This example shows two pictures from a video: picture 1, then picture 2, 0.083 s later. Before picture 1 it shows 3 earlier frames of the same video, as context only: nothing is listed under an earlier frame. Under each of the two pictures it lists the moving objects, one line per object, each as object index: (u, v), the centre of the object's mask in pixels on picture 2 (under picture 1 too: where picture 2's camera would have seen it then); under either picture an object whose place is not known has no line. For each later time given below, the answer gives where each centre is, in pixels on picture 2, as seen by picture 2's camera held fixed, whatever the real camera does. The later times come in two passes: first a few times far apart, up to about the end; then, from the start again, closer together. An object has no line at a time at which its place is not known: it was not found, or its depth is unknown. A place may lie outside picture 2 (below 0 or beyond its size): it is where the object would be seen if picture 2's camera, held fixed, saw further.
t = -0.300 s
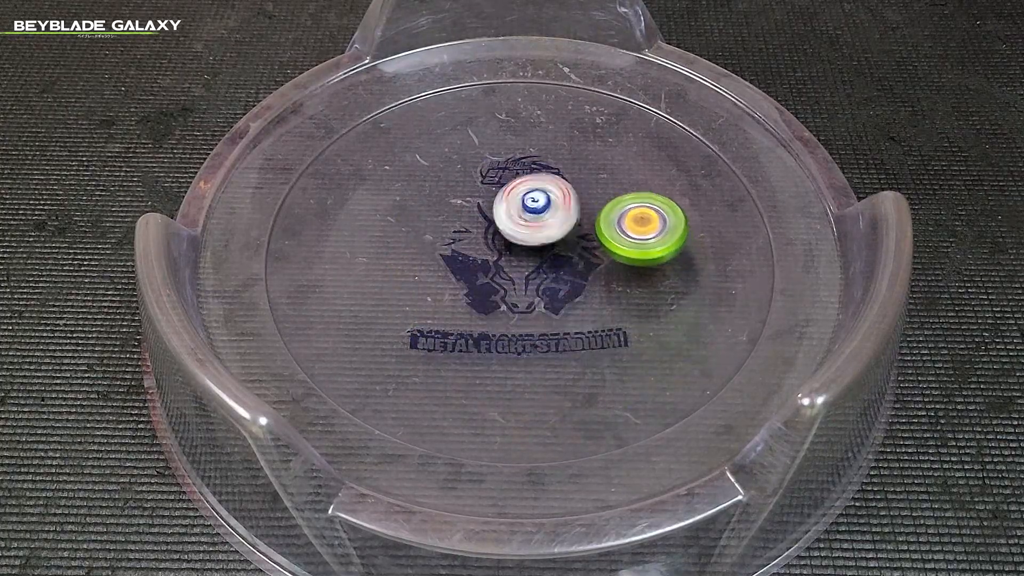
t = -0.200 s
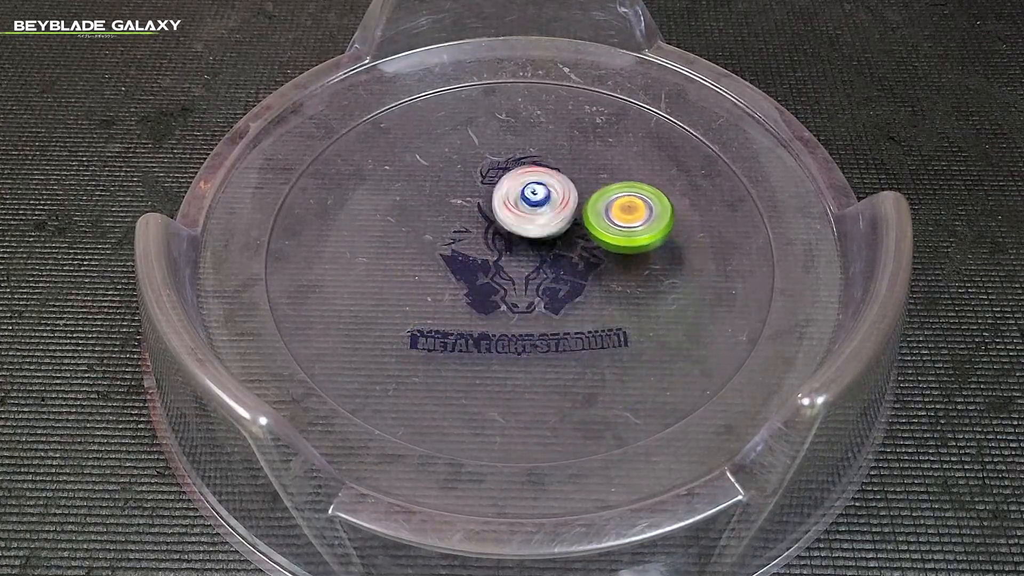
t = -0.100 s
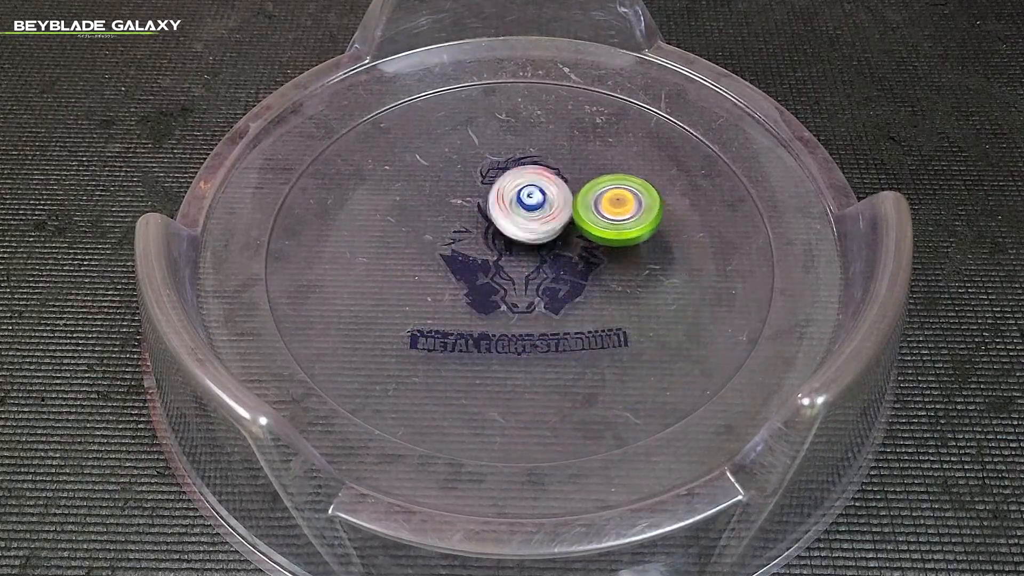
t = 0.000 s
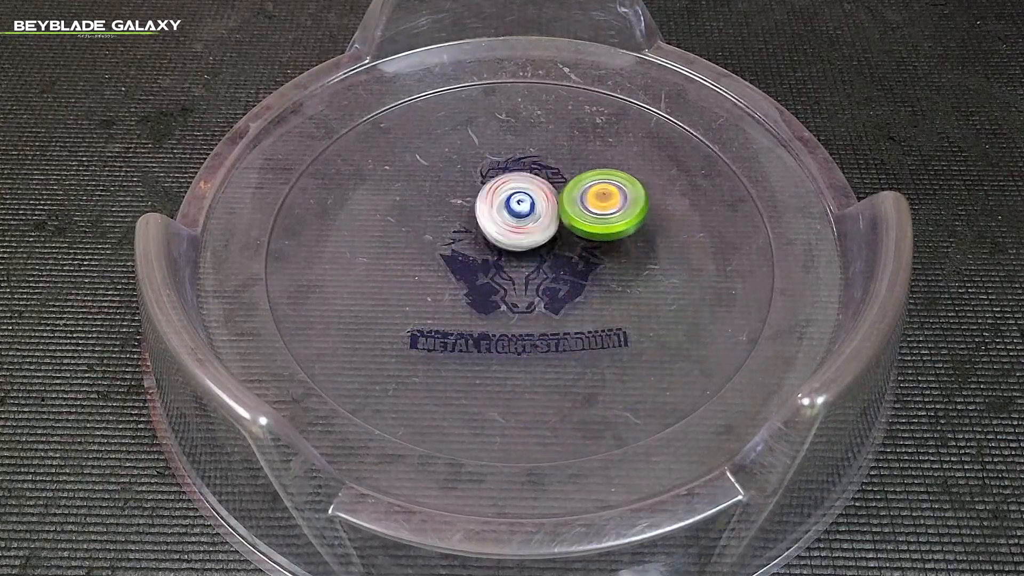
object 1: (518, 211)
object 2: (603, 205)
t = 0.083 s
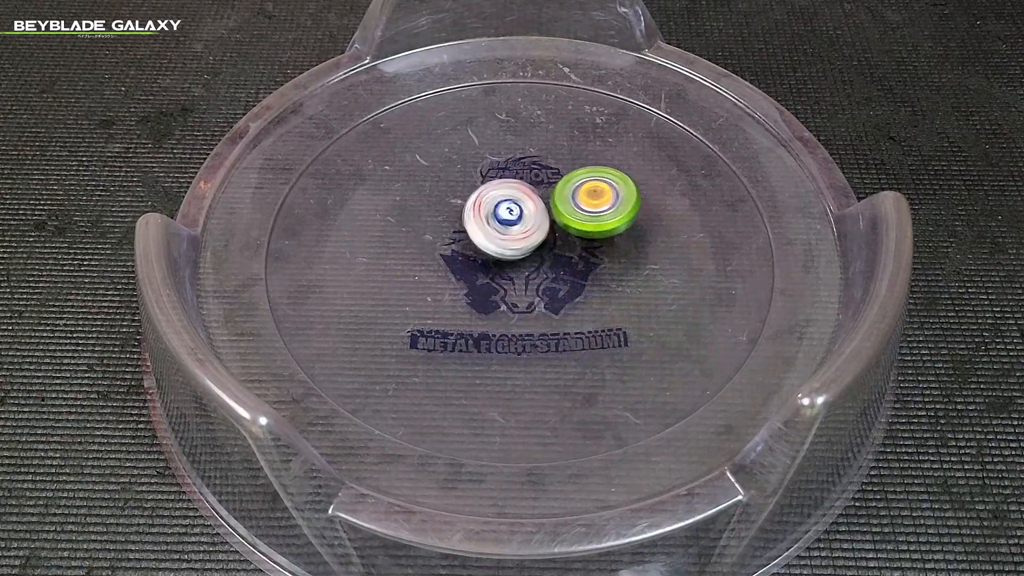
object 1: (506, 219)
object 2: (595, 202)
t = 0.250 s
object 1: (490, 239)
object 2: (568, 203)
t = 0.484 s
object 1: (478, 275)
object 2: (539, 208)
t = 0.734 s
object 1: (496, 304)
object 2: (505, 227)
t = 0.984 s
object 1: (529, 311)
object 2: (477, 243)
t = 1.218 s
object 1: (561, 298)
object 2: (467, 251)
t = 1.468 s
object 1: (572, 265)
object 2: (472, 257)
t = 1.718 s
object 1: (555, 231)
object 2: (468, 269)
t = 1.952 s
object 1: (520, 219)
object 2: (481, 283)
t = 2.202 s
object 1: (494, 206)
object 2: (503, 342)
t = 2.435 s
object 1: (490, 217)
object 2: (555, 359)
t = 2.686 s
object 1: (511, 233)
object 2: (598, 346)
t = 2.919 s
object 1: (540, 232)
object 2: (607, 310)
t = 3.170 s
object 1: (552, 210)
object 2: (598, 266)
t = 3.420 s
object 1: (517, 242)
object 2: (584, 293)
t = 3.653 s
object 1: (524, 225)
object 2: (605, 316)
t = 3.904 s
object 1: (501, 239)
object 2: (619, 311)
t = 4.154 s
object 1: (499, 230)
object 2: (599, 290)
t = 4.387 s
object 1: (497, 235)
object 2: (577, 263)
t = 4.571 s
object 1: (502, 214)
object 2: (578, 247)
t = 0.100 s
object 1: (504, 220)
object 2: (593, 202)
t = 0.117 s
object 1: (503, 222)
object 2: (590, 202)
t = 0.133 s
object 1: (501, 223)
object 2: (587, 201)
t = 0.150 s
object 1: (499, 226)
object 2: (585, 201)
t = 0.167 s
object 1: (497, 228)
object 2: (582, 201)
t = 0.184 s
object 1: (495, 231)
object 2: (579, 201)
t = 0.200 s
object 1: (494, 233)
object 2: (576, 202)
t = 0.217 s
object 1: (492, 235)
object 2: (574, 202)
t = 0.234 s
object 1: (492, 237)
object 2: (571, 202)
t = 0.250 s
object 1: (490, 239)
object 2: (568, 203)
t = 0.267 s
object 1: (489, 242)
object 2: (565, 203)
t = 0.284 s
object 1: (487, 244)
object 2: (562, 204)
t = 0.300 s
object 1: (486, 247)
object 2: (561, 203)
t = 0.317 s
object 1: (483, 250)
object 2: (561, 203)
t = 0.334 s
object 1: (482, 253)
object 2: (561, 203)
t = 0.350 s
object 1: (481, 256)
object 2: (558, 203)
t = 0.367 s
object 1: (480, 258)
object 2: (556, 203)
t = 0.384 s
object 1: (480, 260)
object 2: (554, 204)
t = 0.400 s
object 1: (479, 262)
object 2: (551, 204)
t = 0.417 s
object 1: (479, 265)
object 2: (549, 205)
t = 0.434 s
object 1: (478, 267)
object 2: (546, 205)
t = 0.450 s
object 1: (478, 270)
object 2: (544, 206)
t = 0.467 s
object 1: (478, 272)
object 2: (541, 207)
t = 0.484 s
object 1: (478, 275)
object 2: (539, 208)
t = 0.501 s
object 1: (479, 277)
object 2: (536, 209)
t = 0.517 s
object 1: (479, 279)
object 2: (534, 210)
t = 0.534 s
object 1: (480, 281)
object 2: (532, 211)
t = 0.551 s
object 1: (480, 283)
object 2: (529, 212)
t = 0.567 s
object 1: (482, 286)
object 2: (527, 213)
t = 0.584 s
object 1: (482, 288)
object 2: (524, 215)
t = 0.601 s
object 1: (483, 290)
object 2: (522, 216)
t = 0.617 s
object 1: (484, 292)
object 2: (520, 217)
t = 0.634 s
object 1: (485, 294)
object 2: (518, 218)
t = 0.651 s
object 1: (487, 296)
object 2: (516, 220)
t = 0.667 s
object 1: (488, 297)
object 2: (514, 221)
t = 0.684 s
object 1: (491, 299)
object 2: (511, 223)
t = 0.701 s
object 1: (492, 300)
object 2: (509, 224)
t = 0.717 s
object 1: (494, 302)
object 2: (507, 226)
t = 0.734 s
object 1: (496, 304)
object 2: (505, 227)
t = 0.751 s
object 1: (497, 305)
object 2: (503, 229)
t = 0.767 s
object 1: (499, 305)
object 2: (501, 230)
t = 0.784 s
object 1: (500, 305)
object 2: (499, 232)
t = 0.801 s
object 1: (504, 306)
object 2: (497, 234)
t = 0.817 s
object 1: (505, 307)
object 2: (496, 234)
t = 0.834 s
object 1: (508, 308)
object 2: (494, 236)
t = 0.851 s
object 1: (511, 309)
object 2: (492, 237)
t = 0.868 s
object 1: (513, 309)
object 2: (490, 238)
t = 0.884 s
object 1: (515, 310)
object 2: (489, 239)
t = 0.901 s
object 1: (516, 310)
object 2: (487, 240)
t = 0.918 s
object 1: (519, 310)
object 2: (485, 241)
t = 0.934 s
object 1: (522, 310)
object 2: (483, 241)
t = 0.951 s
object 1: (525, 310)
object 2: (481, 241)
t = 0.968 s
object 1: (527, 311)
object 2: (479, 242)
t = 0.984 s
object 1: (529, 311)
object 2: (477, 243)
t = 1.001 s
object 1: (533, 311)
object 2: (476, 243)
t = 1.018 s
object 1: (534, 311)
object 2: (474, 244)
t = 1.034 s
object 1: (538, 310)
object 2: (473, 245)
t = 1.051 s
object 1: (539, 309)
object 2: (472, 246)
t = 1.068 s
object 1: (542, 309)
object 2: (470, 246)
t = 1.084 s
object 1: (544, 308)
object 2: (470, 247)
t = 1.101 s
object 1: (547, 307)
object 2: (469, 248)
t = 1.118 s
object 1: (550, 306)
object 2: (468, 248)
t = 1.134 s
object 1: (551, 305)
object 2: (468, 249)
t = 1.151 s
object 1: (553, 304)
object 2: (467, 249)
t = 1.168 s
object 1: (554, 302)
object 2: (467, 250)
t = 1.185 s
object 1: (556, 301)
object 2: (467, 250)
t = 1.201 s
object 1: (559, 299)
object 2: (467, 251)
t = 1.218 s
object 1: (561, 298)
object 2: (467, 251)
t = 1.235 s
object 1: (563, 295)
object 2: (467, 252)
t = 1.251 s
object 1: (564, 294)
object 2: (467, 252)
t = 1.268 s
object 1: (565, 292)
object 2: (467, 253)
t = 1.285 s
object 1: (566, 290)
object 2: (467, 253)
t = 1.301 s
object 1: (567, 288)
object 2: (467, 254)
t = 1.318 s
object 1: (569, 285)
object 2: (467, 254)
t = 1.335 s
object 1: (569, 283)
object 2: (467, 254)
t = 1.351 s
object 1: (571, 281)
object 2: (468, 255)
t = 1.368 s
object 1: (571, 279)
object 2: (468, 255)
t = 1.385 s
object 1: (572, 277)
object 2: (469, 256)
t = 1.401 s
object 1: (572, 274)
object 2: (469, 256)
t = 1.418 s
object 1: (572, 272)
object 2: (470, 256)
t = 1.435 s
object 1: (572, 269)
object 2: (470, 257)
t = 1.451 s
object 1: (572, 267)
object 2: (471, 257)
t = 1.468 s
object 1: (572, 265)
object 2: (472, 257)
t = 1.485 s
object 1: (572, 262)
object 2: (472, 258)
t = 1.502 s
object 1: (571, 260)
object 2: (473, 258)
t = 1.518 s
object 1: (571, 258)
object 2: (474, 258)
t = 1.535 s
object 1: (570, 256)
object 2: (475, 259)
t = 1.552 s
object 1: (569, 253)
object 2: (476, 259)
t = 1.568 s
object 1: (568, 251)
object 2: (477, 259)
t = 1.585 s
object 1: (567, 249)
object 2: (478, 259)
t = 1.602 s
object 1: (566, 247)
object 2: (479, 260)
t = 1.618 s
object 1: (565, 244)
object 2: (480, 260)
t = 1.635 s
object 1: (564, 242)
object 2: (481, 260)
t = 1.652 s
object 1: (562, 240)
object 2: (482, 260)
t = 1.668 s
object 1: (561, 237)
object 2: (479, 261)
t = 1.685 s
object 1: (560, 235)
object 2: (474, 264)
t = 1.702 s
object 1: (557, 233)
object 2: (471, 267)
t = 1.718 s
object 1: (555, 231)
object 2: (468, 269)
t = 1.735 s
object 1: (553, 229)
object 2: (467, 271)
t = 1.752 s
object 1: (551, 228)
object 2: (467, 273)
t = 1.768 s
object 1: (548, 227)
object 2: (468, 274)
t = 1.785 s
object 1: (546, 226)
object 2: (469, 275)
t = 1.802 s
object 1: (544, 225)
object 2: (470, 276)
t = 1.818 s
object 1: (541, 223)
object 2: (471, 277)
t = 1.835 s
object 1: (539, 223)
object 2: (472, 278)
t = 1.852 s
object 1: (536, 222)
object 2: (473, 279)
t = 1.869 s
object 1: (533, 221)
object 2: (474, 279)
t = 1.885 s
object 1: (530, 220)
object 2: (475, 280)
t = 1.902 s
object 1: (527, 219)
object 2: (477, 281)
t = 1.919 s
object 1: (525, 219)
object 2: (478, 282)
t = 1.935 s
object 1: (522, 219)
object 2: (479, 282)
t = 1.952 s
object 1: (520, 219)
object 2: (481, 283)
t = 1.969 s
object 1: (517, 219)
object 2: (482, 283)
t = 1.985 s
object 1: (515, 219)
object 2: (484, 284)
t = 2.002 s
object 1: (512, 219)
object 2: (486, 284)
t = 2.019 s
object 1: (509, 220)
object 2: (487, 285)
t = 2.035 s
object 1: (506, 220)
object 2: (489, 285)
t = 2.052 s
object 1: (503, 220)
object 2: (491, 286)
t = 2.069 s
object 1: (501, 221)
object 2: (493, 286)
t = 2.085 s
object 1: (500, 222)
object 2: (494, 286)
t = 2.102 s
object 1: (497, 222)
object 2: (496, 286)
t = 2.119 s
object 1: (496, 220)
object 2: (498, 294)
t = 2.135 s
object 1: (496, 214)
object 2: (499, 308)
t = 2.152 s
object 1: (496, 210)
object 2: (499, 319)
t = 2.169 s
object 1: (495, 207)
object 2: (499, 329)
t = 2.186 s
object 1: (495, 205)
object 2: (501, 336)
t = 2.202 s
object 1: (494, 206)
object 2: (503, 342)
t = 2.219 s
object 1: (493, 206)
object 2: (506, 347)
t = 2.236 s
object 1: (492, 208)
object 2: (510, 349)
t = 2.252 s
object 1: (491, 208)
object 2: (515, 351)
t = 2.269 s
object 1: (491, 208)
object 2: (519, 352)
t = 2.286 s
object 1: (490, 208)
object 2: (523, 354)
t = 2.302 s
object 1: (489, 209)
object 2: (527, 355)
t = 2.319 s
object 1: (488, 209)
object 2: (530, 356)
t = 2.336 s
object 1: (488, 210)
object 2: (534, 357)
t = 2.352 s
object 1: (488, 210)
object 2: (538, 357)
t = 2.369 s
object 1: (487, 211)
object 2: (541, 358)
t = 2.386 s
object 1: (488, 212)
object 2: (545, 359)
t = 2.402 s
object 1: (488, 214)
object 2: (548, 359)
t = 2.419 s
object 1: (489, 216)
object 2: (552, 360)
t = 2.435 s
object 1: (490, 217)
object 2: (555, 359)
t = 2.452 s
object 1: (491, 217)
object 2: (559, 360)
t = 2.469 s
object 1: (492, 218)
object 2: (562, 360)
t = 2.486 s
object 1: (493, 219)
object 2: (565, 360)
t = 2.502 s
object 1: (493, 220)
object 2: (569, 359)
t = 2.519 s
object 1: (493, 221)
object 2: (572, 359)
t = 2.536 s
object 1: (494, 224)
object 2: (575, 358)
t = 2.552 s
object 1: (496, 226)
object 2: (579, 357)
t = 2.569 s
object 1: (498, 228)
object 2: (581, 356)
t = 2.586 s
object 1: (501, 231)
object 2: (584, 355)
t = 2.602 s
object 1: (504, 232)
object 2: (587, 354)
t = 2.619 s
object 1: (506, 232)
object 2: (589, 353)
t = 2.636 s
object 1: (508, 233)
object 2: (592, 351)
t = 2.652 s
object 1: (510, 232)
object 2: (594, 350)
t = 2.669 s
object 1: (510, 232)
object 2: (596, 348)
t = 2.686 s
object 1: (511, 233)
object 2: (598, 346)
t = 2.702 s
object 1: (512, 234)
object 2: (600, 344)
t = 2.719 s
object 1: (513, 234)
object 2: (601, 342)
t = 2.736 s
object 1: (515, 235)
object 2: (602, 340)
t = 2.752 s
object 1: (518, 236)
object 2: (603, 337)
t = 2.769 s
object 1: (520, 236)
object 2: (604, 335)
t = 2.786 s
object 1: (523, 236)
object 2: (605, 332)
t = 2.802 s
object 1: (527, 236)
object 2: (606, 329)
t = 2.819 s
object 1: (529, 236)
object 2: (606, 327)
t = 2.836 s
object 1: (532, 235)
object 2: (607, 324)
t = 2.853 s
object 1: (535, 234)
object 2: (607, 322)
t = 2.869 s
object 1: (536, 234)
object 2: (607, 319)
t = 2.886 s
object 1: (537, 233)
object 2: (608, 316)
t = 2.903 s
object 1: (539, 232)
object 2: (608, 313)
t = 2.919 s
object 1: (540, 232)
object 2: (607, 310)
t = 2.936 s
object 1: (541, 232)
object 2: (607, 307)
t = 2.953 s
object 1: (542, 232)
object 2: (606, 304)
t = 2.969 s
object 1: (544, 231)
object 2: (606, 301)
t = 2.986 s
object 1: (546, 230)
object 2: (605, 298)
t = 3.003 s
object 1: (547, 229)
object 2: (605, 294)
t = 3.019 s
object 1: (549, 227)
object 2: (604, 291)
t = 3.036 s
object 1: (550, 225)
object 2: (604, 288)
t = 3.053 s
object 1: (551, 223)
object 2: (603, 285)
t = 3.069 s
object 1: (552, 220)
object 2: (602, 282)
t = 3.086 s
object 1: (552, 218)
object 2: (601, 278)
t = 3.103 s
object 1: (552, 217)
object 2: (600, 275)
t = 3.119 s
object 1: (553, 216)
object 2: (600, 272)
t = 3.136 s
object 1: (552, 214)
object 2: (599, 269)
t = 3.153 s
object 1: (553, 213)
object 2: (598, 267)
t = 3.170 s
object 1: (552, 210)
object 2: (598, 266)
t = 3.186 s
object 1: (552, 208)
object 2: (598, 265)
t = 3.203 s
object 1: (552, 207)
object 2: (598, 262)
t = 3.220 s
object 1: (550, 206)
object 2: (597, 259)
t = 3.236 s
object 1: (548, 205)
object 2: (597, 256)
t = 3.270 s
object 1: (554, 200)
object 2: (591, 248)
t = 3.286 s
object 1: (554, 207)
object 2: (590, 245)
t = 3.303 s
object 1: (552, 212)
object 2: (589, 245)
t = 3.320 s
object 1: (546, 217)
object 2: (588, 249)
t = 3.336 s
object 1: (540, 222)
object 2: (588, 255)
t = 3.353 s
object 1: (535, 230)
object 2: (588, 266)
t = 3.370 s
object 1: (530, 234)
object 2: (587, 275)
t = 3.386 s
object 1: (525, 238)
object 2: (586, 278)
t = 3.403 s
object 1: (521, 241)
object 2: (585, 285)
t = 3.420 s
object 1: (517, 242)
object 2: (584, 293)
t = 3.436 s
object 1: (513, 244)
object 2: (582, 299)
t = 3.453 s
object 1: (508, 243)
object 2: (581, 304)
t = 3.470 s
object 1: (504, 242)
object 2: (580, 307)
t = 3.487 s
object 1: (500, 238)
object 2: (580, 310)
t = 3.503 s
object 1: (499, 234)
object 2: (582, 311)
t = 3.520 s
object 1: (500, 231)
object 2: (583, 312)
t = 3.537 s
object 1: (501, 227)
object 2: (586, 313)
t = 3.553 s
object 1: (503, 224)
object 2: (589, 314)
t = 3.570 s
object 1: (506, 221)
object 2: (592, 315)
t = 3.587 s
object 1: (510, 221)
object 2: (595, 315)
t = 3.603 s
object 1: (514, 221)
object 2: (597, 316)
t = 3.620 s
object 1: (517, 222)
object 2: (600, 316)
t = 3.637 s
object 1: (521, 223)
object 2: (603, 316)
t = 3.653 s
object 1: (524, 225)
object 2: (605, 316)
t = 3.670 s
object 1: (526, 228)
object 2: (607, 317)
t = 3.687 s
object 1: (527, 231)
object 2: (609, 317)
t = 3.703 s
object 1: (527, 234)
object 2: (611, 317)
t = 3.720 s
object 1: (526, 237)
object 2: (612, 316)
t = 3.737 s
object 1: (524, 239)
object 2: (614, 316)
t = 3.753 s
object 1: (522, 241)
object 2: (615, 316)
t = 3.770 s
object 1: (519, 243)
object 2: (616, 316)
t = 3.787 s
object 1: (516, 244)
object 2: (617, 315)
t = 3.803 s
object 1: (513, 245)
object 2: (617, 315)
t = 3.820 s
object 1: (510, 244)
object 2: (617, 315)
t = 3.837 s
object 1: (508, 243)
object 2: (618, 314)
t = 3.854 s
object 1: (506, 242)
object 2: (618, 313)
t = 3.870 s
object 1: (504, 241)
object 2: (619, 313)
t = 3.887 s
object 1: (503, 240)
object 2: (618, 312)
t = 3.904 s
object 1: (501, 239)
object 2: (619, 311)
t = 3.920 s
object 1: (501, 237)
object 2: (618, 310)
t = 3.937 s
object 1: (500, 236)
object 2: (618, 310)
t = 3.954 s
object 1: (499, 235)
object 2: (617, 308)
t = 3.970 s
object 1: (498, 233)
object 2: (616, 307)
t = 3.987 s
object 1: (498, 232)
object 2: (616, 306)
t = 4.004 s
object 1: (499, 231)
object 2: (614, 305)
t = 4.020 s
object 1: (499, 230)
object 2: (613, 303)
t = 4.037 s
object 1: (499, 230)
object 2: (611, 302)
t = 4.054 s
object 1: (499, 229)
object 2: (610, 300)
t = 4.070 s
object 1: (499, 229)
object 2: (608, 299)
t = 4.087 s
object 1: (499, 229)
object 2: (606, 297)
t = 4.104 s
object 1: (500, 229)
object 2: (605, 295)
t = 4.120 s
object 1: (499, 229)
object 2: (603, 294)
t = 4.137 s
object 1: (499, 229)
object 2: (601, 292)
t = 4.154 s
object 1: (499, 230)
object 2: (599, 290)
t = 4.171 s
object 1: (499, 230)
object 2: (597, 288)
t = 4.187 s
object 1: (499, 231)
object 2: (595, 286)
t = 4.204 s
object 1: (499, 232)
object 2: (593, 284)
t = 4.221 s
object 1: (498, 232)
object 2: (590, 282)
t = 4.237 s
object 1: (498, 234)
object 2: (588, 280)
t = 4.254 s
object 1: (499, 235)
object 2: (586, 278)
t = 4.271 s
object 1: (499, 236)
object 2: (584, 276)
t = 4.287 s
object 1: (500, 237)
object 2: (582, 274)
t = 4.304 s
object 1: (500, 237)
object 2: (580, 272)
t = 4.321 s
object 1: (500, 238)
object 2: (578, 269)
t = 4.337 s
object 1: (499, 238)
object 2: (577, 268)
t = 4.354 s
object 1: (499, 237)
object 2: (577, 267)
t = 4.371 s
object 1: (498, 237)
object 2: (576, 265)
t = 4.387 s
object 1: (497, 235)
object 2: (577, 263)
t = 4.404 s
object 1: (496, 233)
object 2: (577, 262)
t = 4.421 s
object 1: (496, 230)
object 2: (576, 260)
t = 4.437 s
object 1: (497, 228)
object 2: (575, 257)
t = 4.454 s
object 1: (498, 227)
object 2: (575, 255)
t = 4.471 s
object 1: (499, 225)
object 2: (574, 254)
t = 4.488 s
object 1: (499, 224)
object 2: (574, 253)
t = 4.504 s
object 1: (499, 220)
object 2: (575, 252)
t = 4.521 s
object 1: (500, 218)
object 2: (576, 251)
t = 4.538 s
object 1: (500, 217)
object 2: (576, 249)
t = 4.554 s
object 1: (502, 216)
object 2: (576, 247)
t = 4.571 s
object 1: (502, 214)
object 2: (578, 247)
